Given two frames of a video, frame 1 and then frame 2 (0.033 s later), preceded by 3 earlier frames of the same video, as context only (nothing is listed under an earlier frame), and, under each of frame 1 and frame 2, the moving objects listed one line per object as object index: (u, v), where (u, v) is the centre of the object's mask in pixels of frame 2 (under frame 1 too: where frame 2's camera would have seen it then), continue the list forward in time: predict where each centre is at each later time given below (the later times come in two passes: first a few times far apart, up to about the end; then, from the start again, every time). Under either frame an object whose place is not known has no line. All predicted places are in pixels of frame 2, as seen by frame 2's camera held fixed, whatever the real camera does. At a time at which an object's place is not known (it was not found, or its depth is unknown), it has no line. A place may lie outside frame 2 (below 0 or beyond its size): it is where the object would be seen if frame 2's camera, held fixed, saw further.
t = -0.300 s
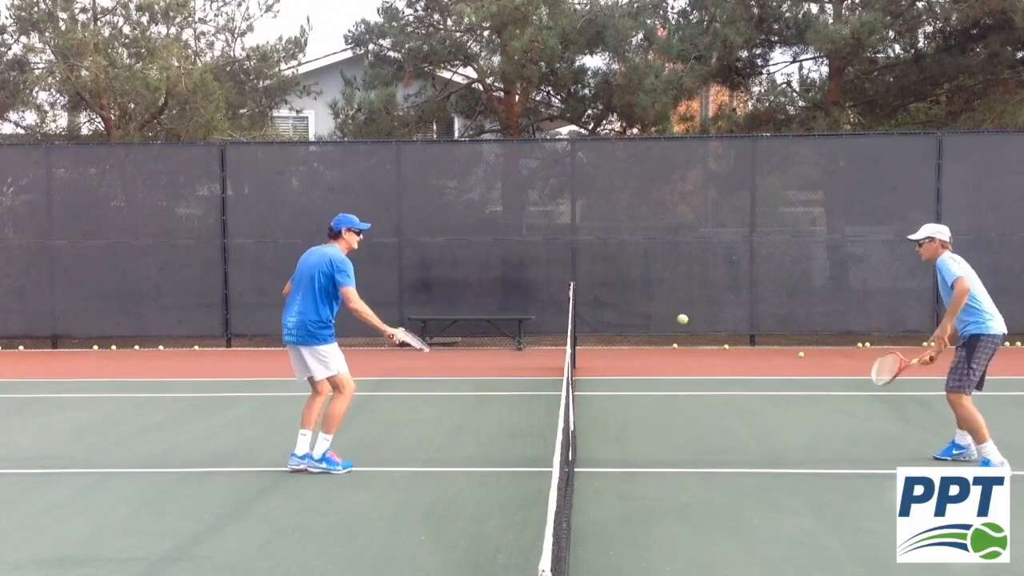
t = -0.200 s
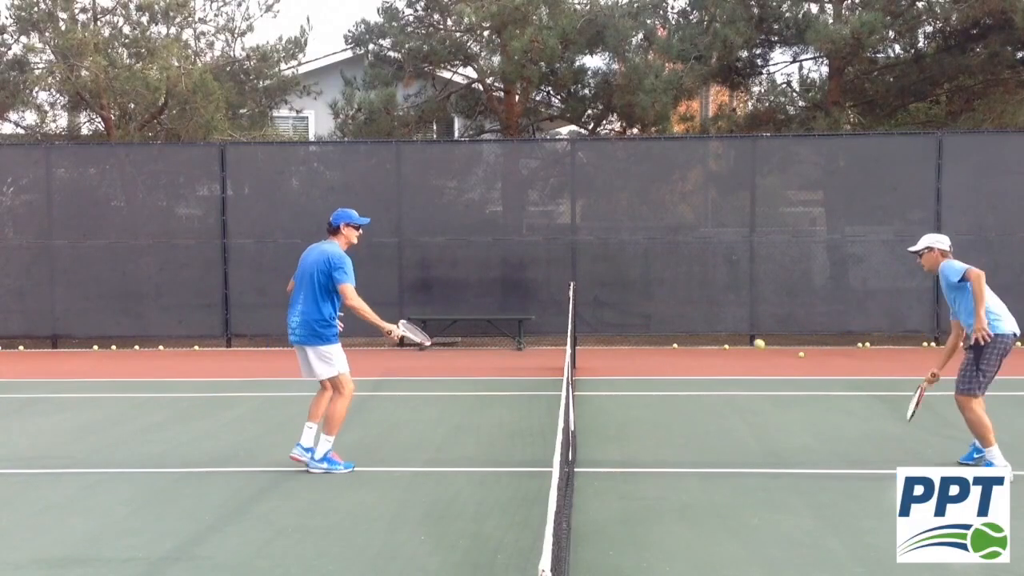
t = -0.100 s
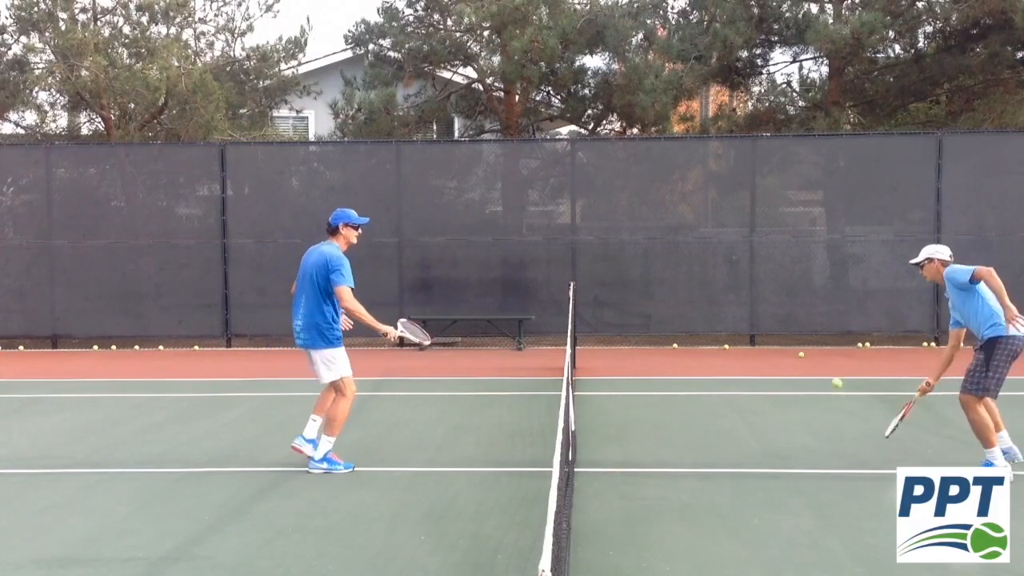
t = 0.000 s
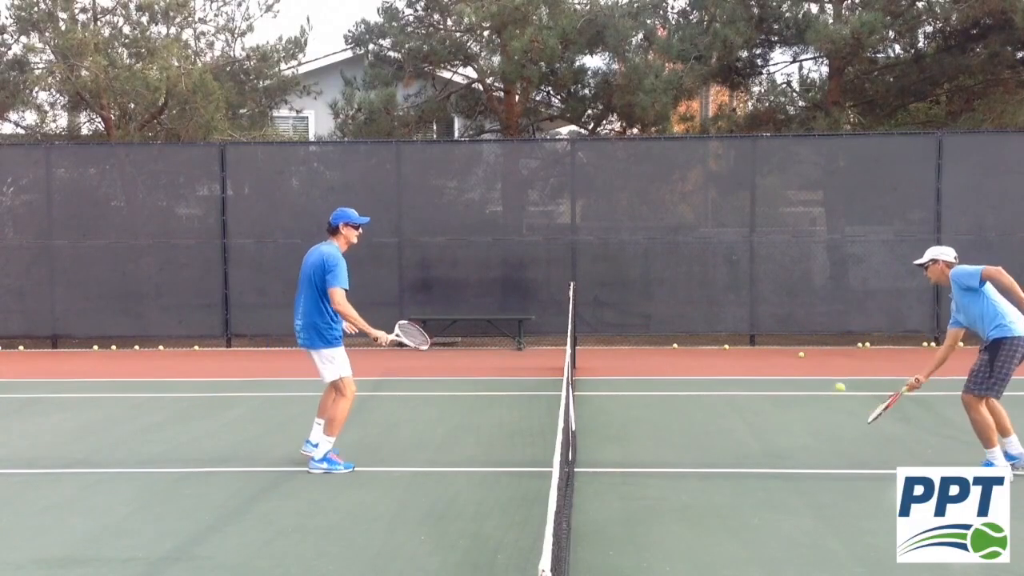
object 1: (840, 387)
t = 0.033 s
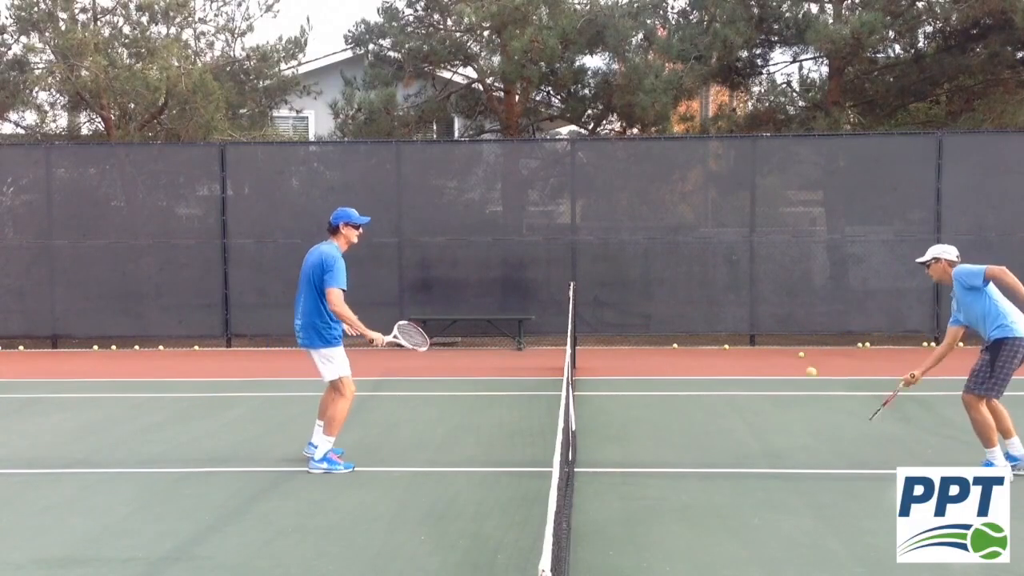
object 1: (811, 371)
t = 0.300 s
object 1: (588, 303)
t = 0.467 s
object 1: (451, 310)
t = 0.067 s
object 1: (783, 357)
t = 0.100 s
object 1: (754, 345)
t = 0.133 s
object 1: (726, 335)
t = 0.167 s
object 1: (698, 326)
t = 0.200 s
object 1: (670, 318)
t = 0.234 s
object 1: (642, 311)
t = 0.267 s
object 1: (615, 307)
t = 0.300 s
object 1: (588, 303)
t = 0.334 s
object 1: (560, 302)
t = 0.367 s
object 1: (532, 302)
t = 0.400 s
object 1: (505, 303)
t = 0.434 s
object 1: (478, 306)
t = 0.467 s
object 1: (451, 310)
